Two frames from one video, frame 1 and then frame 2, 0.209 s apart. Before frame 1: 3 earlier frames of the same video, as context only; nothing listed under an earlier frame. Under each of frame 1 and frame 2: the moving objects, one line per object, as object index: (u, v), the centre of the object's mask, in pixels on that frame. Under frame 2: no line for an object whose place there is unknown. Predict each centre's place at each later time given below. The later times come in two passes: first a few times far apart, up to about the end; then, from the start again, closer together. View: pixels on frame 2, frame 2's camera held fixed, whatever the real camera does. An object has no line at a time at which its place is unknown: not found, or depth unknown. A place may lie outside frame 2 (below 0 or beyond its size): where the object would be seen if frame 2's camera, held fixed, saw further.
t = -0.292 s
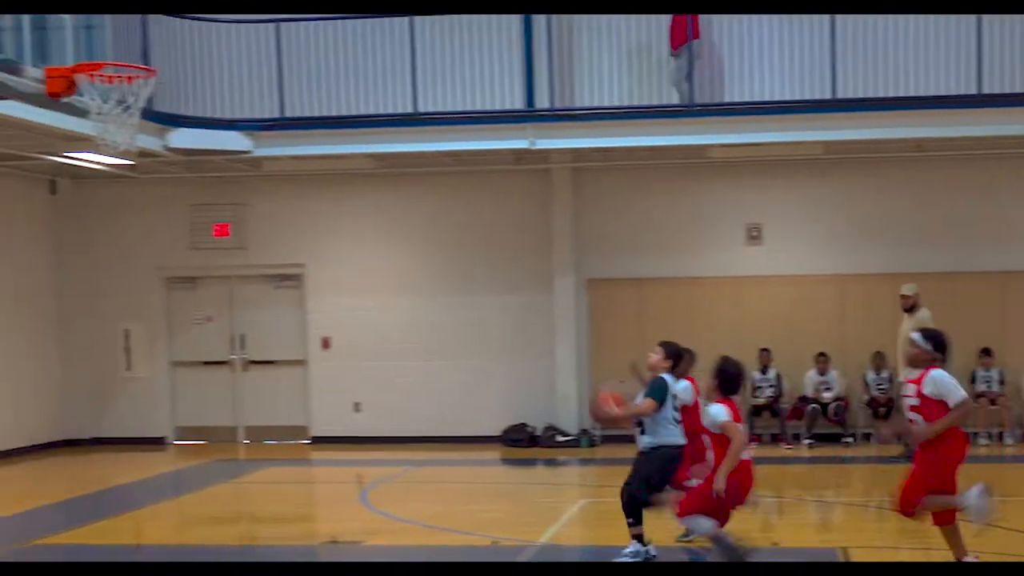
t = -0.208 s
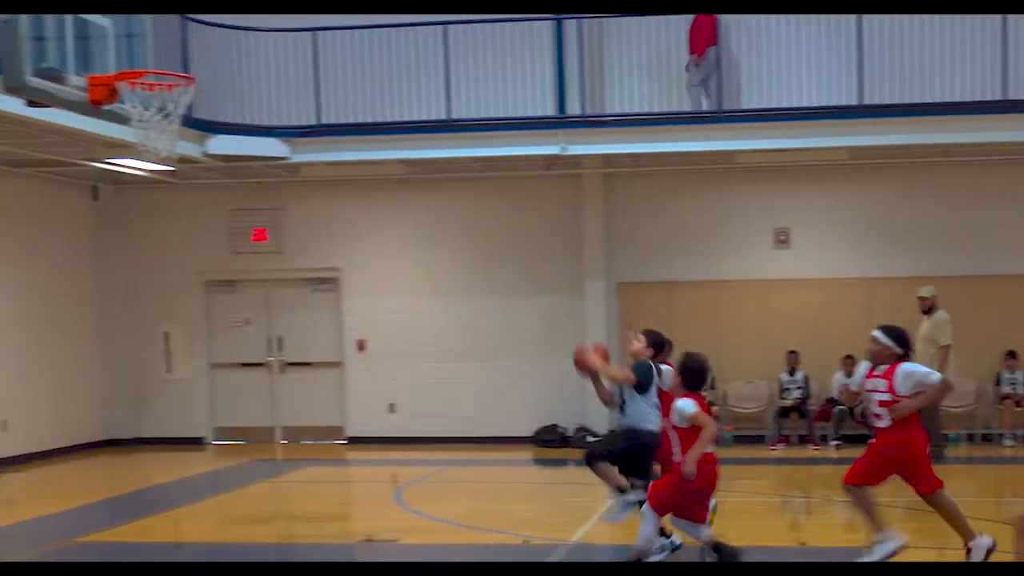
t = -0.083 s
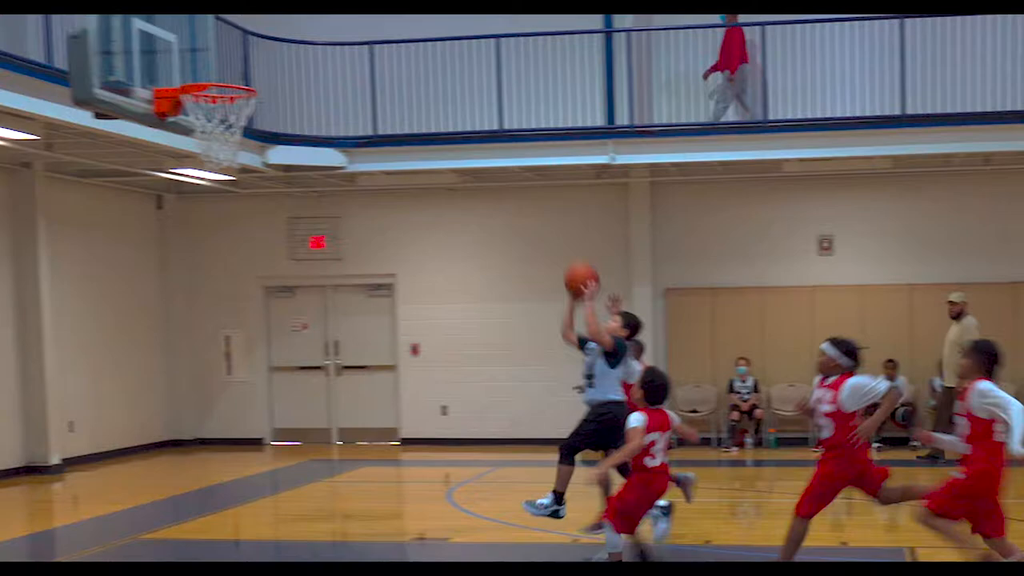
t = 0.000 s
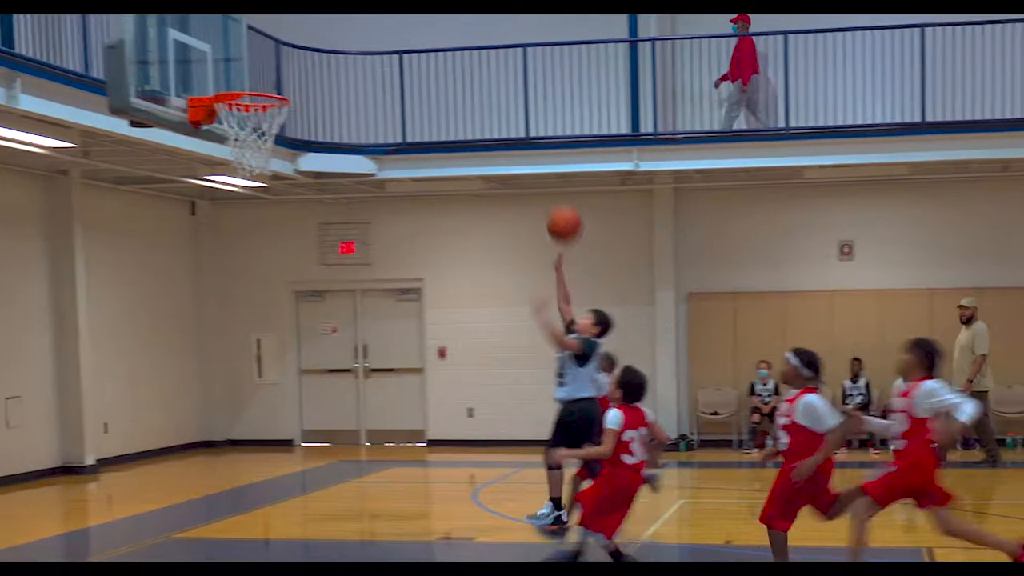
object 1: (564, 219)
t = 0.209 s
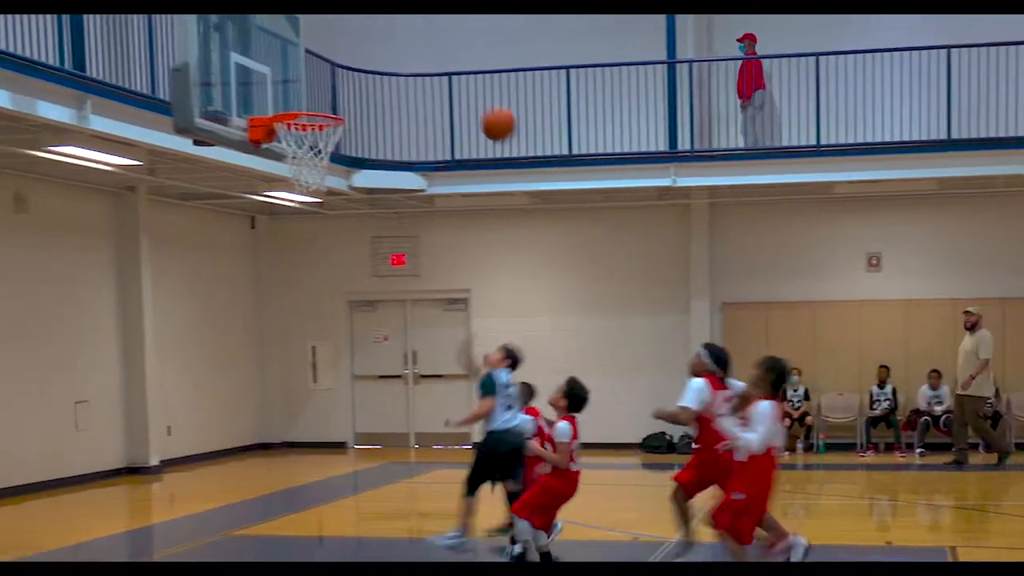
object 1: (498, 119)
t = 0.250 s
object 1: (478, 102)
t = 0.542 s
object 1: (321, 54)
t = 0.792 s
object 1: (312, 106)
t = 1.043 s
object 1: (305, 149)
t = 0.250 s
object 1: (478, 102)
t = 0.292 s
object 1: (455, 87)
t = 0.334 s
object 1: (436, 73)
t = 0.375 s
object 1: (414, 64)
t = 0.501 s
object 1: (345, 52)
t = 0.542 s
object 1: (321, 54)
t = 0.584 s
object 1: (298, 59)
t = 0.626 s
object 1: (275, 67)
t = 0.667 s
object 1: (268, 75)
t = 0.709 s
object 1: (282, 84)
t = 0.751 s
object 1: (296, 94)
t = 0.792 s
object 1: (312, 106)
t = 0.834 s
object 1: (314, 127)
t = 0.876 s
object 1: (315, 137)
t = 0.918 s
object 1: (312, 148)
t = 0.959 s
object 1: (311, 149)
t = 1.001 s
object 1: (309, 149)
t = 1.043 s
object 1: (305, 149)
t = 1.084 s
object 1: (300, 151)
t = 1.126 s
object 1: (292, 163)
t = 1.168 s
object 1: (292, 172)
